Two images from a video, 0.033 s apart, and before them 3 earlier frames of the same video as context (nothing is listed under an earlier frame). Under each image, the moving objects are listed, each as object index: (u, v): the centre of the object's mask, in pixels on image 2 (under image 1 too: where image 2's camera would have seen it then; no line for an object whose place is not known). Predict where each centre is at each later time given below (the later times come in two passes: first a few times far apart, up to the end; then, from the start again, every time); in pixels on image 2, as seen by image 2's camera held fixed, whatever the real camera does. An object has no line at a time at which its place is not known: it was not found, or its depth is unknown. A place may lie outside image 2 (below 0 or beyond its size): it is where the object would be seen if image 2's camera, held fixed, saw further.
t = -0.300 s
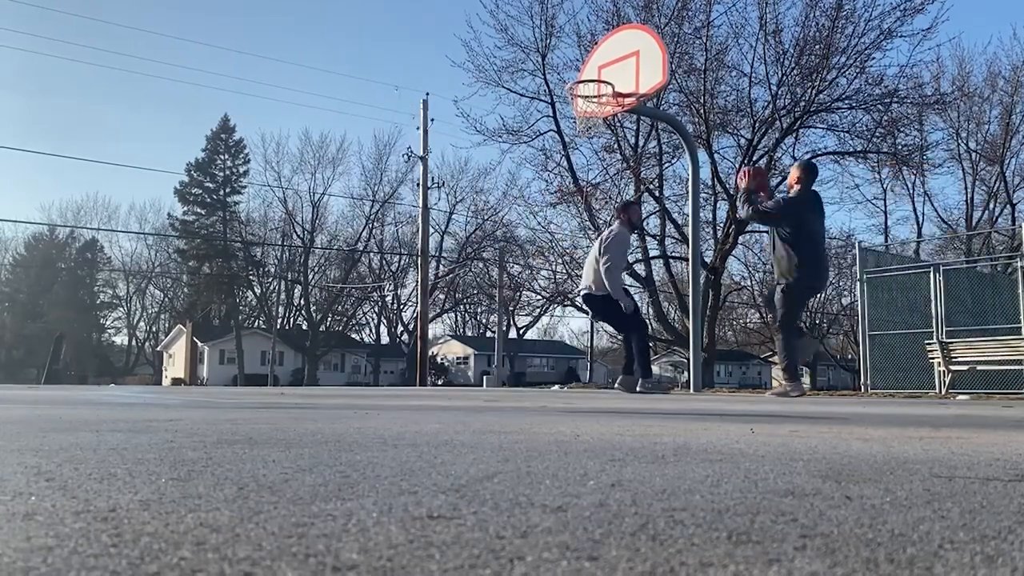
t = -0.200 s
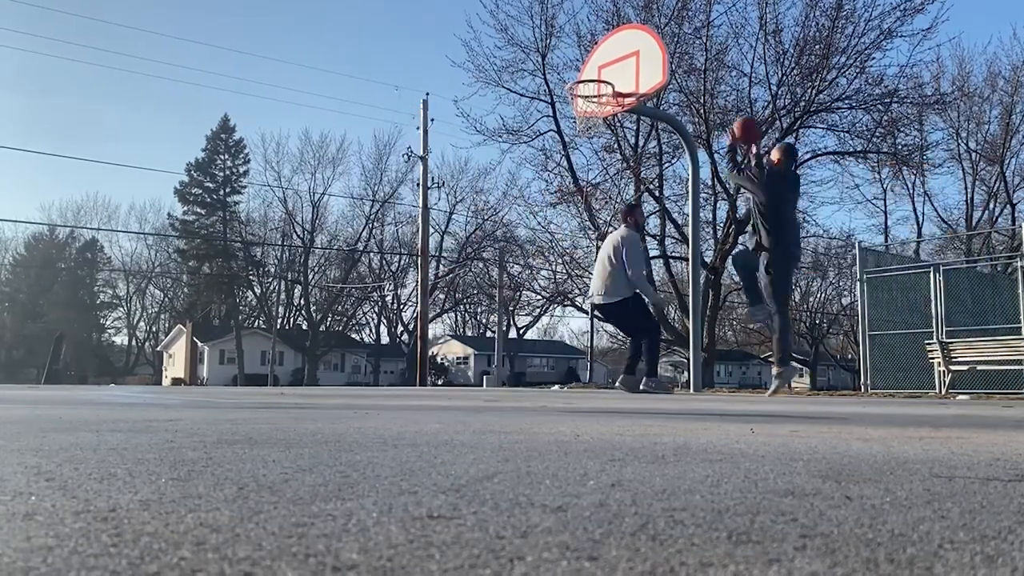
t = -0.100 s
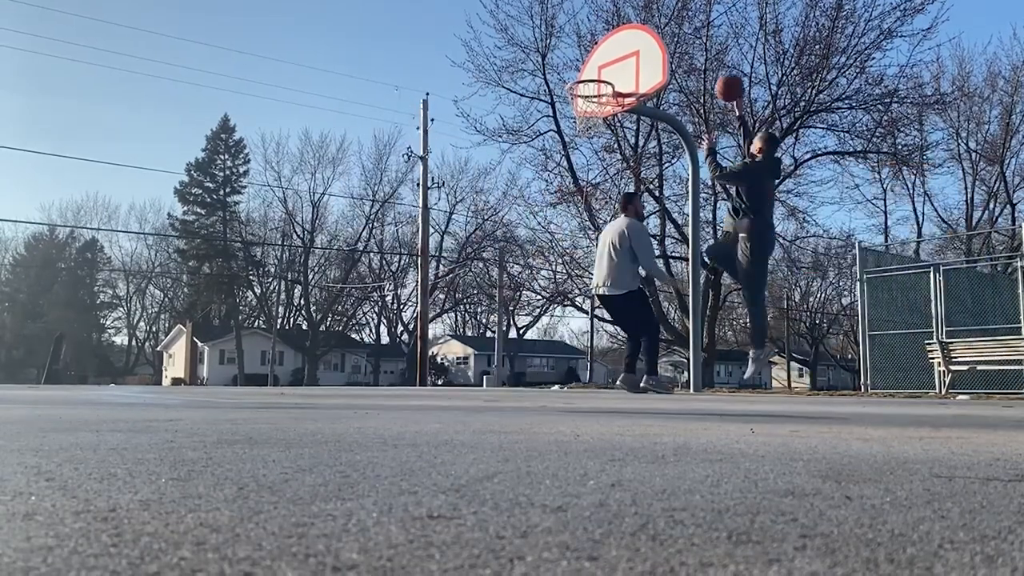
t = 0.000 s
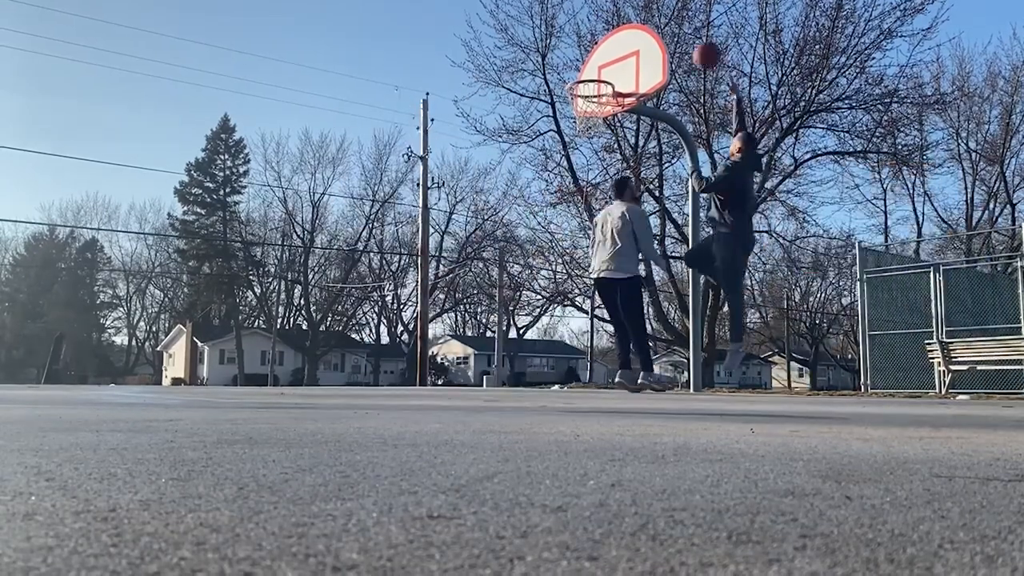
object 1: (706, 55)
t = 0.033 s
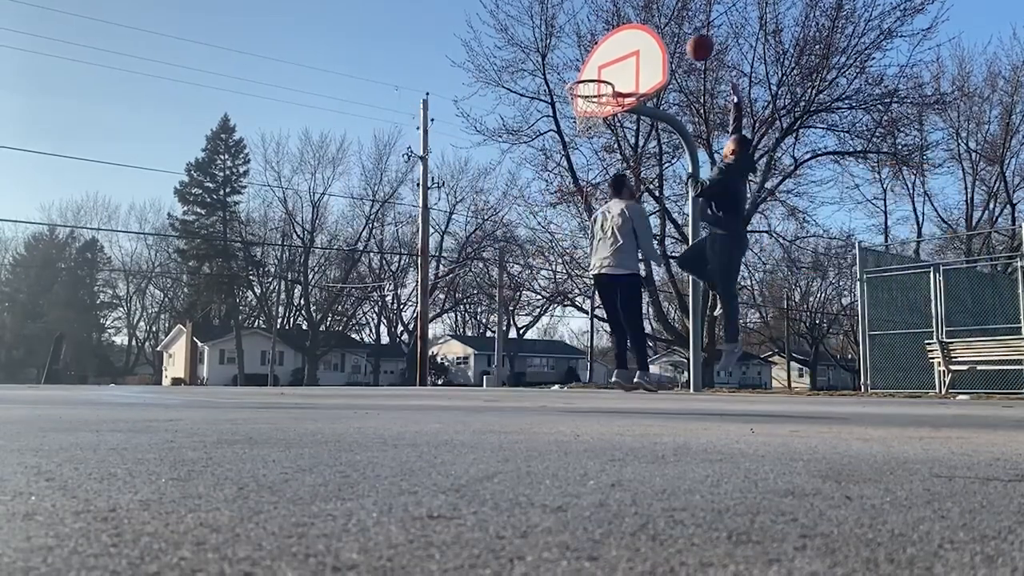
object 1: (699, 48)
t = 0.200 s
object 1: (667, 27)
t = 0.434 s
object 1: (624, 47)
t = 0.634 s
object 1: (591, 98)
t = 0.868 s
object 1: (572, 133)
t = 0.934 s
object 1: (568, 147)
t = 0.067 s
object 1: (692, 40)
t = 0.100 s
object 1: (685, 35)
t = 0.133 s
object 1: (679, 31)
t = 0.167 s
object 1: (672, 29)
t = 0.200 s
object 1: (667, 27)
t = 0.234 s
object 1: (660, 27)
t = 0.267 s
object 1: (653, 28)
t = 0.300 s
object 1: (648, 29)
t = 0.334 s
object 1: (642, 32)
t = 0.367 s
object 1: (636, 36)
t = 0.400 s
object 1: (630, 40)
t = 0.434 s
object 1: (624, 47)
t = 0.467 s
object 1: (619, 53)
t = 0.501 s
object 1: (613, 61)
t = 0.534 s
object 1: (608, 70)
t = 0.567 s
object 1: (603, 79)
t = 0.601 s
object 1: (597, 88)
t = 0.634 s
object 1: (591, 98)
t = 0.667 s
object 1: (586, 108)
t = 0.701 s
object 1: (583, 116)
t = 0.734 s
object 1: (580, 118)
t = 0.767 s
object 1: (578, 120)
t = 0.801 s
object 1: (576, 123)
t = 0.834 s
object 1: (574, 128)
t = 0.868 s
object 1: (572, 133)
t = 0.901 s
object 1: (570, 140)
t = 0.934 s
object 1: (568, 147)
